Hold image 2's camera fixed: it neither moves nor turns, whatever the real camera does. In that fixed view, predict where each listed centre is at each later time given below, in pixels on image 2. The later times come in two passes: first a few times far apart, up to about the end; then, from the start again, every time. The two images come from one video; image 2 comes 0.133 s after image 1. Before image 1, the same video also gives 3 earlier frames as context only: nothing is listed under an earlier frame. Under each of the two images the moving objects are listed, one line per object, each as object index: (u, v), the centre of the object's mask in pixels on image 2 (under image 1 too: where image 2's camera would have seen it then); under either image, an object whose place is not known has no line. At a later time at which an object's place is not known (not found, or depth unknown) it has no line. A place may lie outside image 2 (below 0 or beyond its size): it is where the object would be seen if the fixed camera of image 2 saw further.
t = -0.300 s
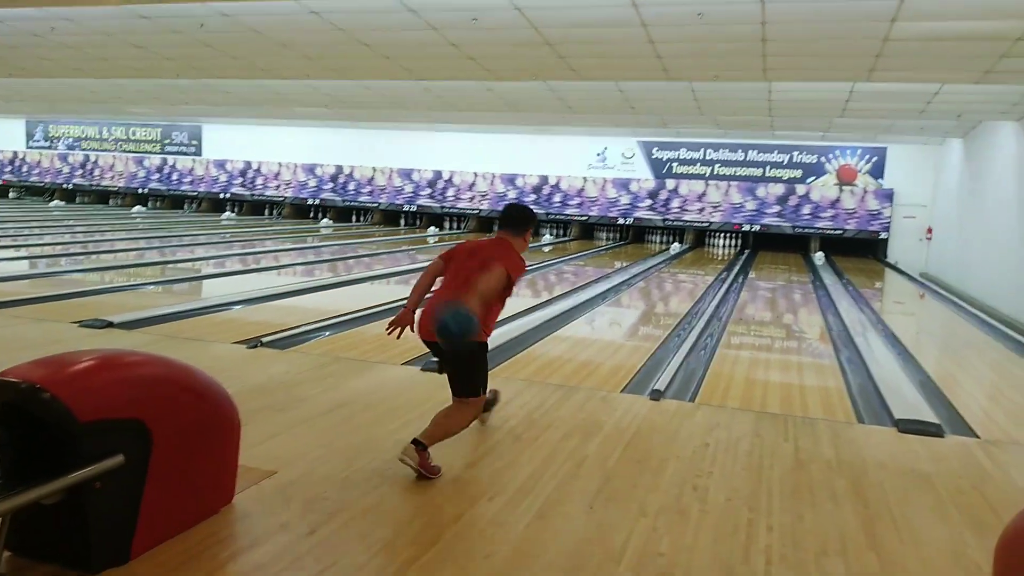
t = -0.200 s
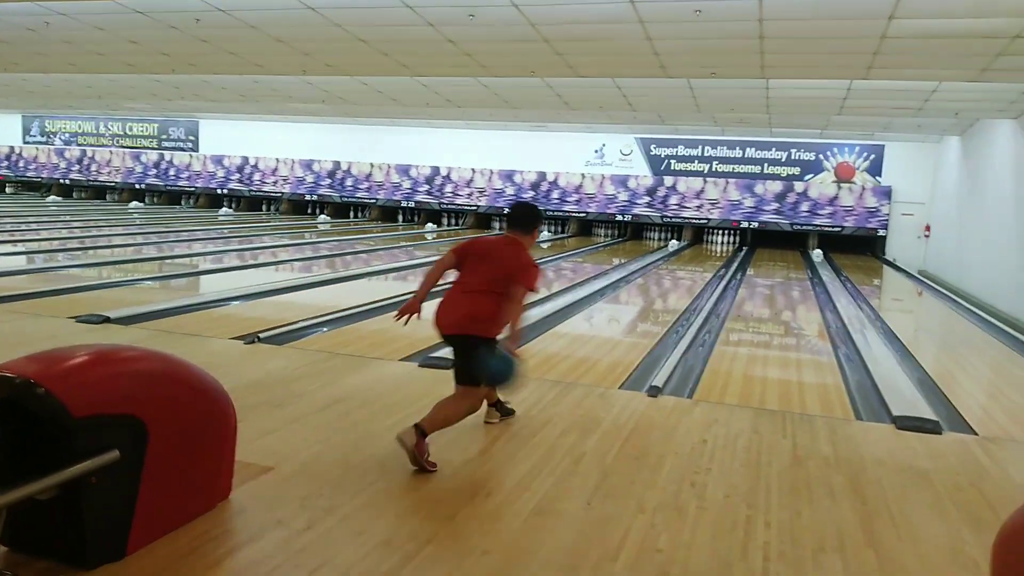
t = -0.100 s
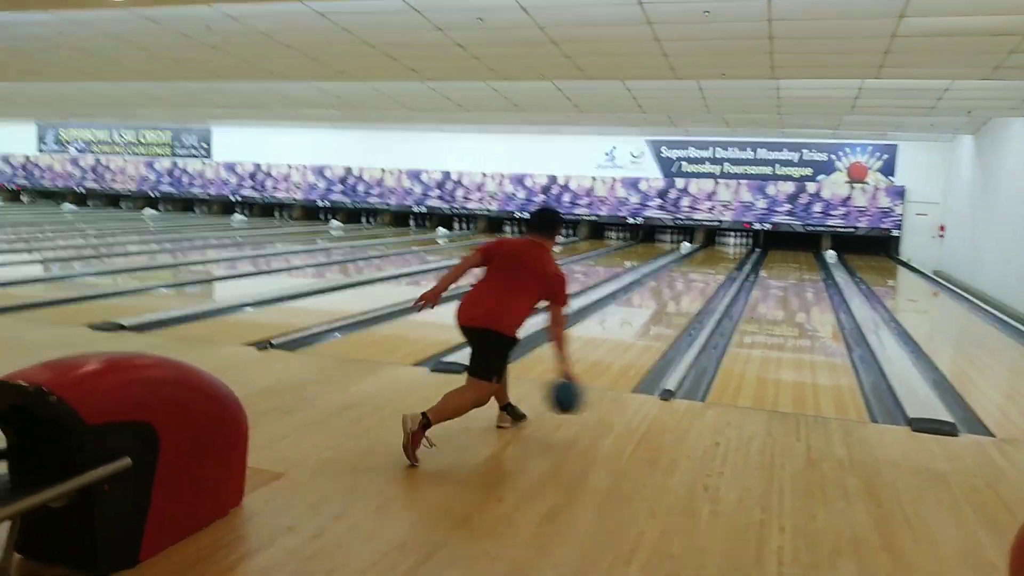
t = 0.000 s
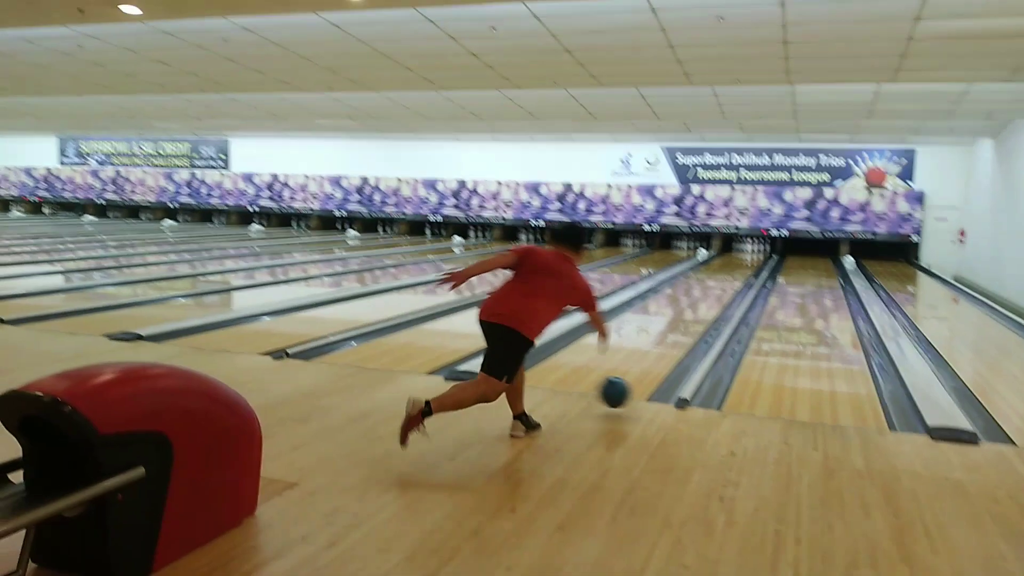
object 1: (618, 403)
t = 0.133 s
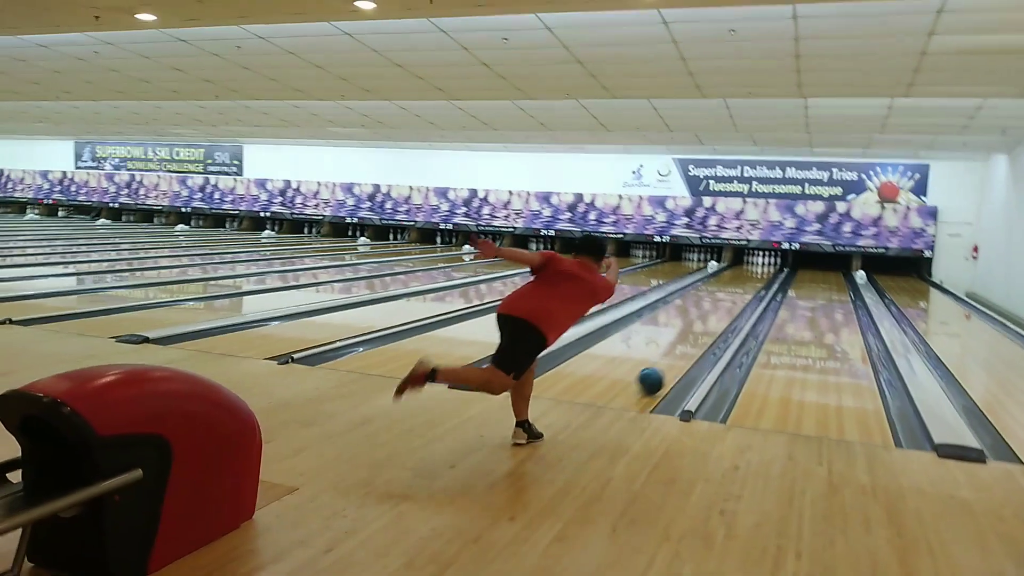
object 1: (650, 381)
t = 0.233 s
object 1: (669, 364)
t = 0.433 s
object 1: (695, 339)
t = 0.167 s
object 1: (657, 375)
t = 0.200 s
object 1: (663, 369)
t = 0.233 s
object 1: (669, 364)
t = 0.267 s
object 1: (674, 359)
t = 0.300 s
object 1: (679, 355)
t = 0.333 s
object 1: (683, 351)
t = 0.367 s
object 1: (688, 346)
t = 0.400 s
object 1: (692, 342)
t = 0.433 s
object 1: (695, 339)
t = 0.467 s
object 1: (699, 336)
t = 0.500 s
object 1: (702, 332)
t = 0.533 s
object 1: (705, 330)
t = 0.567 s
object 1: (708, 327)
